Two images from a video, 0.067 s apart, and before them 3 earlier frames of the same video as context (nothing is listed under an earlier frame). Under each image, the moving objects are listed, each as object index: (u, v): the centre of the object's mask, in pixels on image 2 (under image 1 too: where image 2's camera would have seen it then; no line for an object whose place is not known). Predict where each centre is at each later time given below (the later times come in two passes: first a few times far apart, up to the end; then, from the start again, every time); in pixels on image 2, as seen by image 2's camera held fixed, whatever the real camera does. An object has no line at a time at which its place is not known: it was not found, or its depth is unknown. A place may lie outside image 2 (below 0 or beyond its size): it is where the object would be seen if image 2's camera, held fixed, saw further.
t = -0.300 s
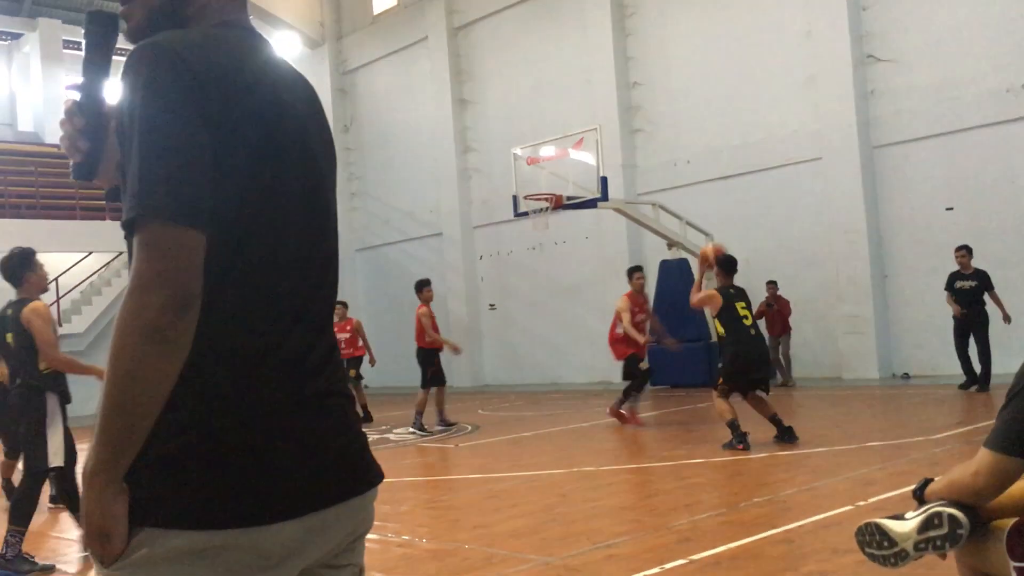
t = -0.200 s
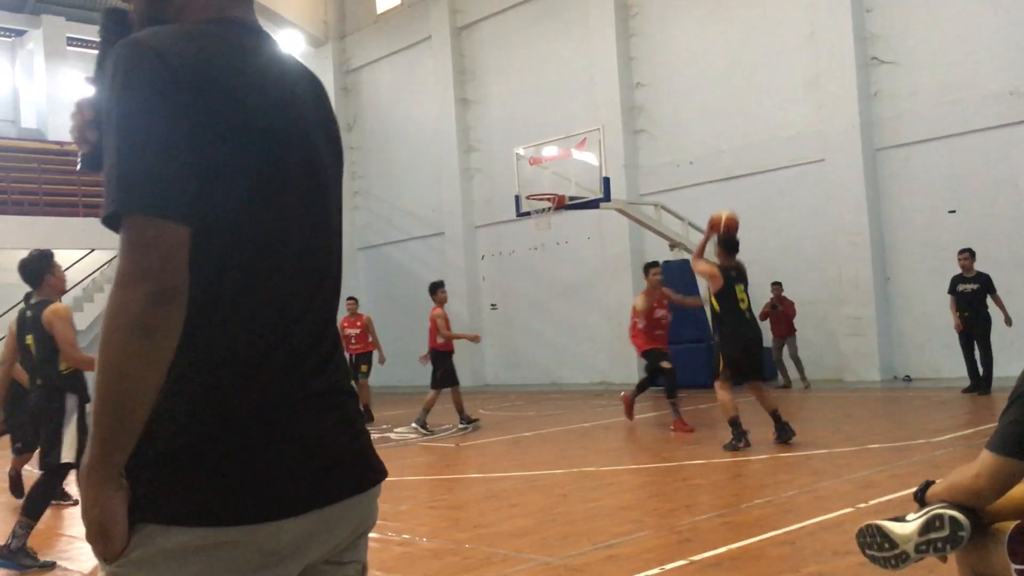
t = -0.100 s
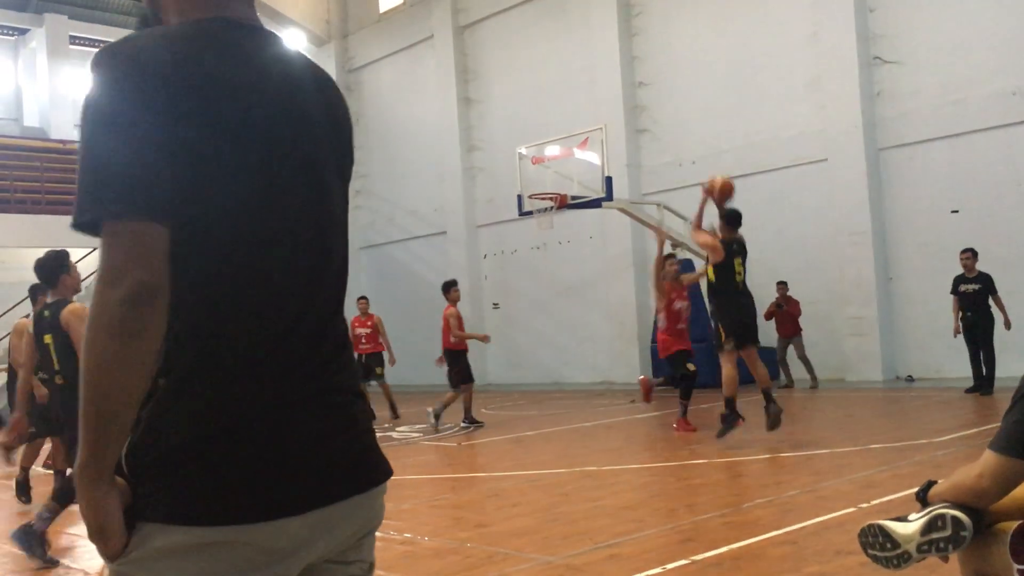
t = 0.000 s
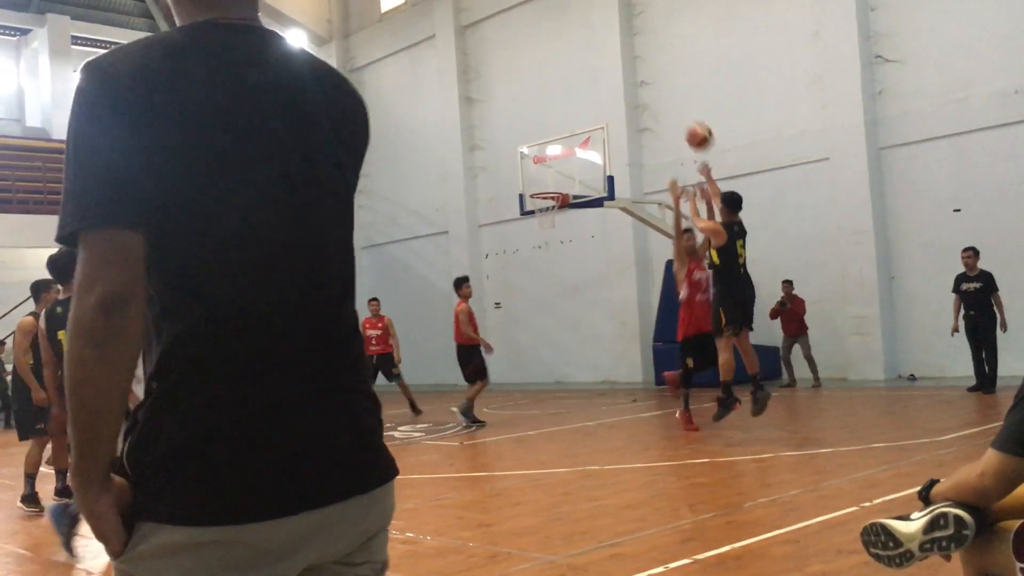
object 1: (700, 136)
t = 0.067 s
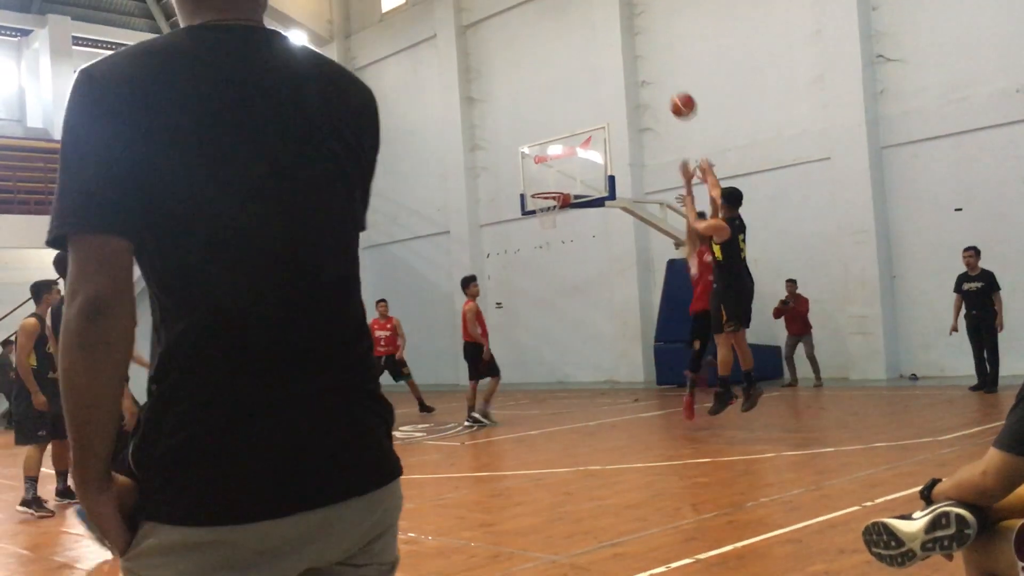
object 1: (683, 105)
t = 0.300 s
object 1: (636, 48)
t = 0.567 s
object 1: (600, 51)
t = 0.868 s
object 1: (572, 113)
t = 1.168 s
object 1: (535, 187)
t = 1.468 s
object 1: (461, 202)
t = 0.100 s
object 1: (675, 93)
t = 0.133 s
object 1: (668, 82)
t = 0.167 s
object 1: (660, 73)
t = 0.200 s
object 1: (654, 65)
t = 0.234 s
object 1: (648, 58)
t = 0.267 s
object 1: (642, 52)
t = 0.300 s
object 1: (636, 48)
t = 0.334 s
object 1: (631, 46)
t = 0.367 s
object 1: (626, 44)
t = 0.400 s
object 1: (621, 42)
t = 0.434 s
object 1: (617, 42)
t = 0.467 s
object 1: (612, 43)
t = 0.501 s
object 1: (608, 45)
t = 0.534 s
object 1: (604, 48)
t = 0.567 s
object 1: (600, 51)
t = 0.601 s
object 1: (596, 55)
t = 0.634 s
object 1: (593, 60)
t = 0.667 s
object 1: (590, 66)
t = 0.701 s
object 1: (586, 72)
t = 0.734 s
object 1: (583, 79)
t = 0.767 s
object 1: (581, 87)
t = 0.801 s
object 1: (578, 95)
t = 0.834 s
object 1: (575, 104)
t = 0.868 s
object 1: (572, 113)
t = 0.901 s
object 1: (570, 123)
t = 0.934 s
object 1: (568, 133)
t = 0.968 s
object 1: (567, 143)
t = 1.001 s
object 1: (564, 156)
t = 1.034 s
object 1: (562, 167)
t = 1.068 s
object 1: (559, 178)
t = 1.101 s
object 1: (552, 185)
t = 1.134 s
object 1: (543, 188)
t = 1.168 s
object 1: (535, 187)
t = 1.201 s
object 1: (527, 185)
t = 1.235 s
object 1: (518, 184)
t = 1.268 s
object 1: (511, 184)
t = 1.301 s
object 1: (502, 185)
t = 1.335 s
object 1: (494, 187)
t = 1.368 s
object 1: (484, 190)
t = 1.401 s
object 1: (475, 193)
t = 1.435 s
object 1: (467, 197)
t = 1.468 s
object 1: (461, 202)
